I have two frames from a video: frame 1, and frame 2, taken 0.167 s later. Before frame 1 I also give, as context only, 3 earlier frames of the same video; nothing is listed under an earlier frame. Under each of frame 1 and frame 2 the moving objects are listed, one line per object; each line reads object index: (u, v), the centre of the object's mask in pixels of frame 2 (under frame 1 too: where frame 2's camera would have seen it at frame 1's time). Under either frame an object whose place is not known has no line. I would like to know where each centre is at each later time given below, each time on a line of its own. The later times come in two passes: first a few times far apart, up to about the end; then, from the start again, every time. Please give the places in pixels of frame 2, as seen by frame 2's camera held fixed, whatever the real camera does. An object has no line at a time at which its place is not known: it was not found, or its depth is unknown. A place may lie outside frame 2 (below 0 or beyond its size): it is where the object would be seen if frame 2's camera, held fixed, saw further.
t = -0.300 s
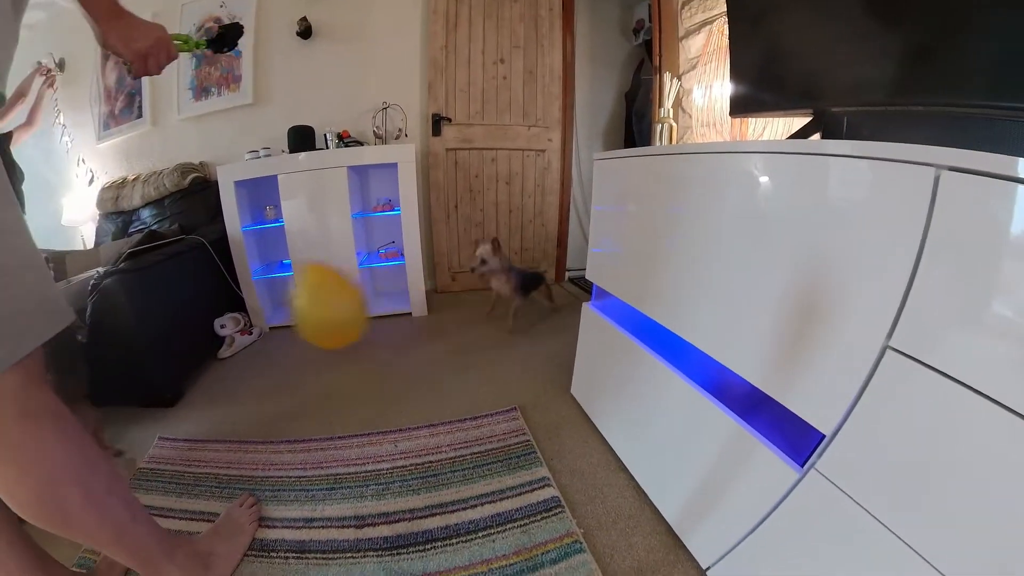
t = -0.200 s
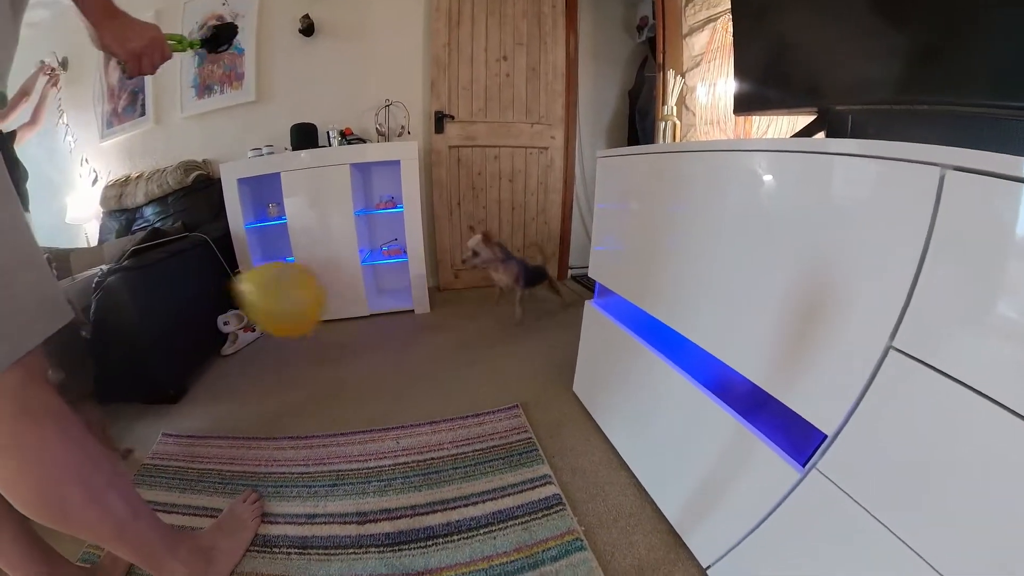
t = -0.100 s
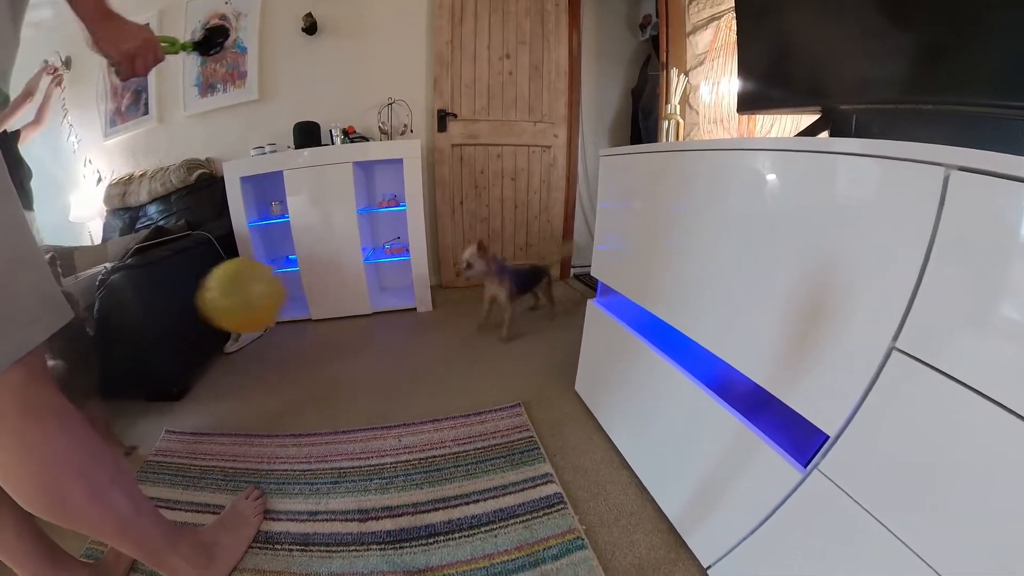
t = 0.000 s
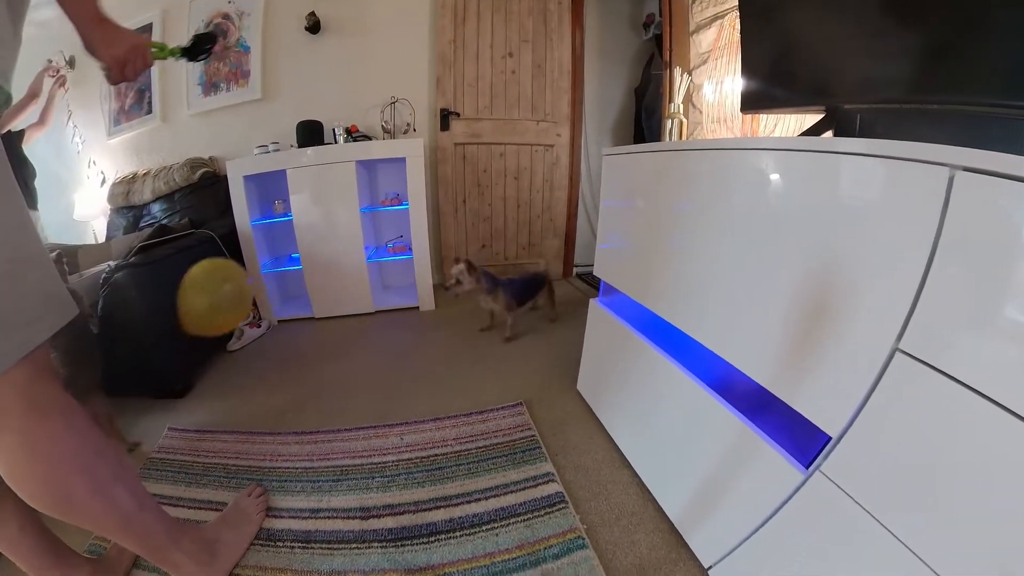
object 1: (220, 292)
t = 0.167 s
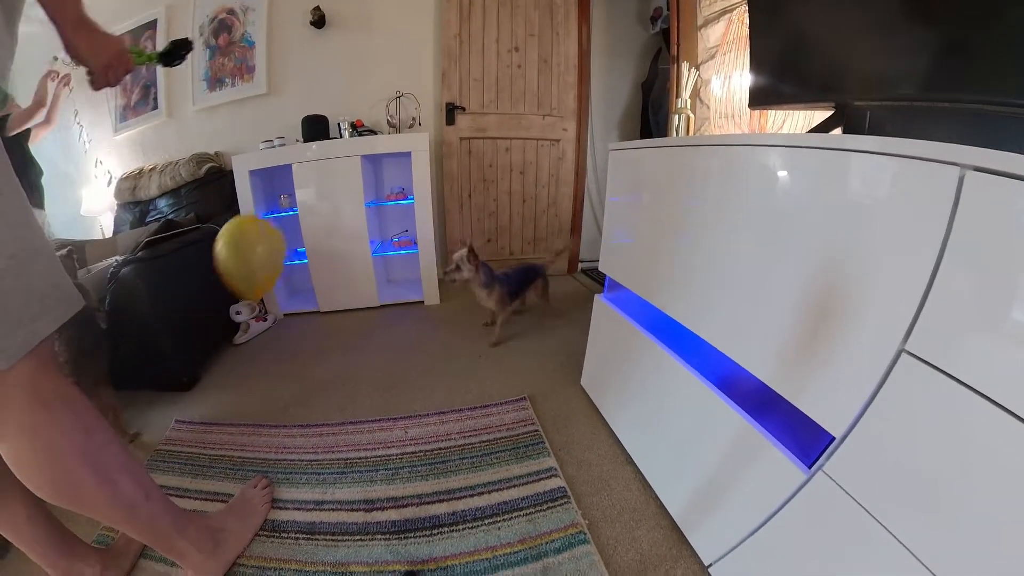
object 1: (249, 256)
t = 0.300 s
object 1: (273, 233)
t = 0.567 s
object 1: (318, 215)
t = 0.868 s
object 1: (351, 227)
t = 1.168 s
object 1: (383, 271)
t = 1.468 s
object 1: (410, 310)
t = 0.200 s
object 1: (255, 250)
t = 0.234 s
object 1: (261, 243)
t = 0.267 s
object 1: (267, 238)
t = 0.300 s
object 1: (273, 233)
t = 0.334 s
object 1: (280, 229)
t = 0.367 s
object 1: (286, 226)
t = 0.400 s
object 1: (292, 223)
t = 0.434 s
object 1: (299, 220)
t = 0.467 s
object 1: (305, 218)
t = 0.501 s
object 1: (311, 216)
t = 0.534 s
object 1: (315, 215)
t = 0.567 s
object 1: (318, 215)
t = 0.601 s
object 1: (321, 216)
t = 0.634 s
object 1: (325, 216)
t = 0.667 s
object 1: (328, 217)
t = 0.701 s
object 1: (331, 218)
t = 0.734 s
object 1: (335, 219)
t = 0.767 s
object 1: (339, 221)
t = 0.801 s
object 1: (343, 222)
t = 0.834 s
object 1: (347, 225)
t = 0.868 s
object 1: (351, 227)
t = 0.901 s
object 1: (355, 230)
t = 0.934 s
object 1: (360, 234)
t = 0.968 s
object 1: (364, 238)
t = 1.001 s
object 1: (367, 243)
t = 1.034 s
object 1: (371, 247)
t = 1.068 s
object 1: (374, 253)
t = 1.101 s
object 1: (377, 259)
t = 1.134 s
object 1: (380, 264)
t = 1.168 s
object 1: (383, 271)
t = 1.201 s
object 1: (387, 277)
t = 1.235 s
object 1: (390, 284)
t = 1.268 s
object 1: (394, 290)
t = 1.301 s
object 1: (397, 297)
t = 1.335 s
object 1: (400, 304)
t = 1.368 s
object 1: (402, 311)
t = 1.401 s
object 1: (406, 318)
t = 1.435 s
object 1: (408, 316)
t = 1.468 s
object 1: (410, 310)
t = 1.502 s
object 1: (412, 305)
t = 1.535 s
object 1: (415, 299)
